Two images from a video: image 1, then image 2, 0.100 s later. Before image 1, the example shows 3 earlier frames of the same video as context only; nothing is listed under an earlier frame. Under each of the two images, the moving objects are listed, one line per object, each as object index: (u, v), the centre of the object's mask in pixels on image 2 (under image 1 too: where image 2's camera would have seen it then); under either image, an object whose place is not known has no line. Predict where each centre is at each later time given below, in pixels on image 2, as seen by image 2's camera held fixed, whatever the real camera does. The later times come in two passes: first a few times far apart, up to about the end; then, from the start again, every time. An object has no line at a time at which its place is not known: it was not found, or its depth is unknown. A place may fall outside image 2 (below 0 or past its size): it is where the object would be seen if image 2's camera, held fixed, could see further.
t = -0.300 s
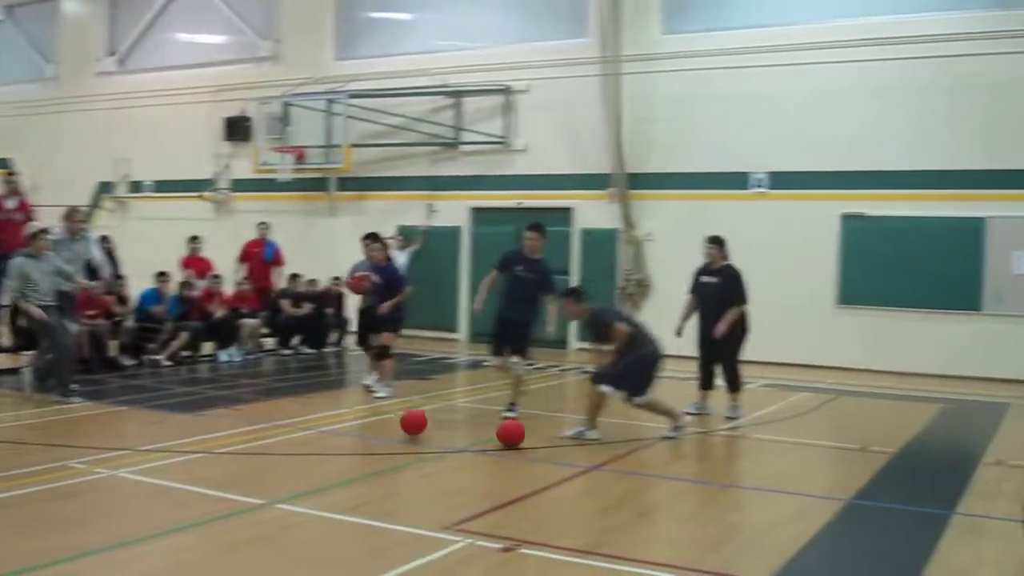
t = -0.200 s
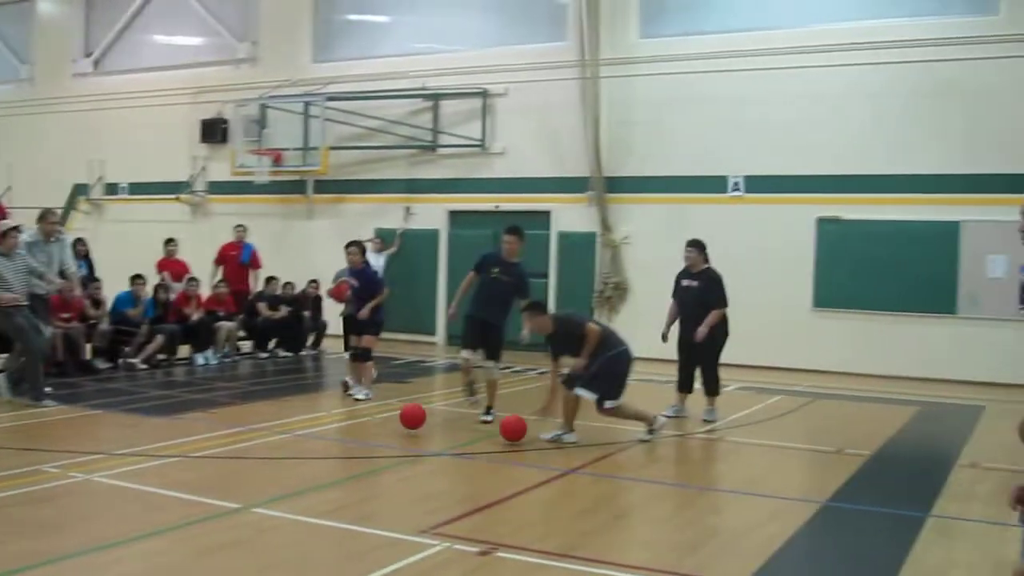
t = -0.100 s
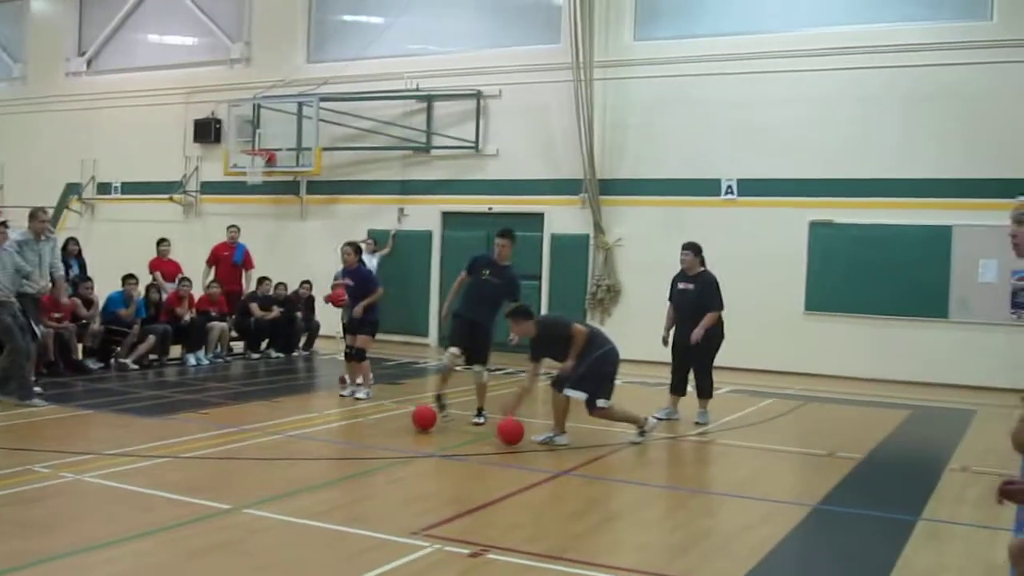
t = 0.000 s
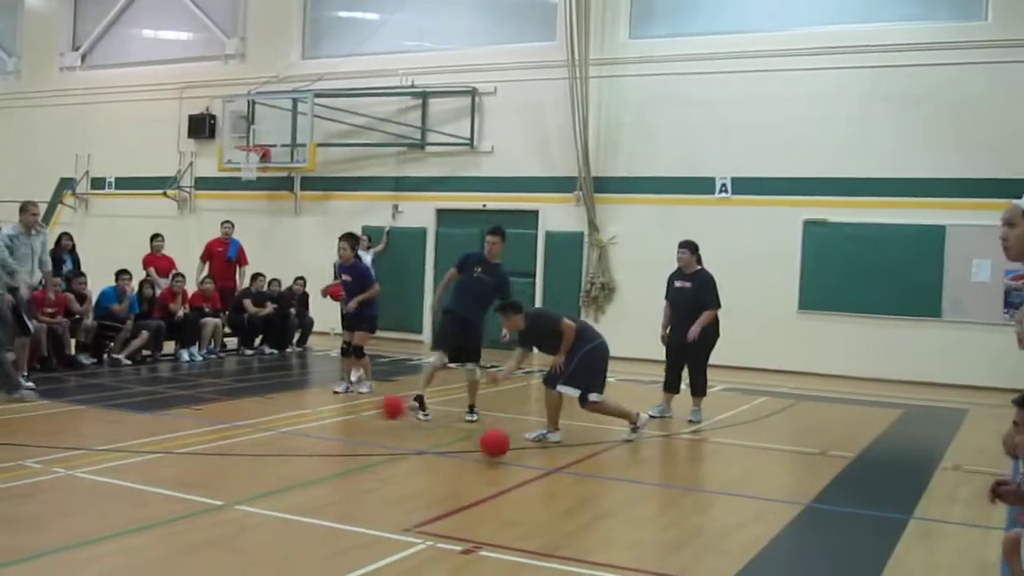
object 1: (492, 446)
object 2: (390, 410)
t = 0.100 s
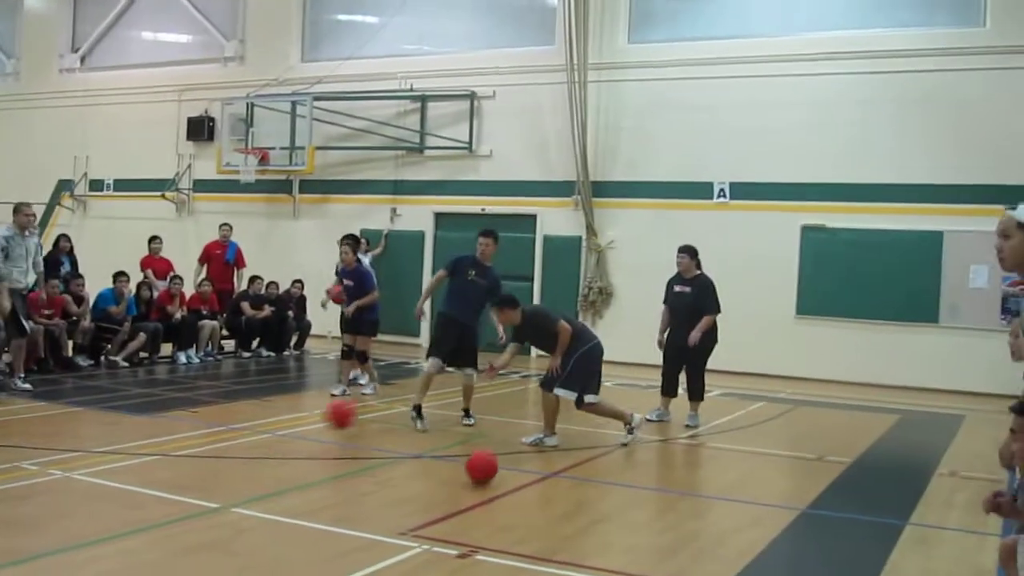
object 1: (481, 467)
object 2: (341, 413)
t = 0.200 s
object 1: (473, 488)
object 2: (281, 433)
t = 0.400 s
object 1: (456, 529)
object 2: (154, 467)
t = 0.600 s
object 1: (433, 565)
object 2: (21, 504)
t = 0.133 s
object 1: (479, 472)
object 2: (320, 419)
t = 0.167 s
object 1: (476, 479)
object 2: (302, 424)
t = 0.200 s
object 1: (473, 488)
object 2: (281, 433)
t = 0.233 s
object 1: (471, 493)
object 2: (260, 442)
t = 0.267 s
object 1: (468, 499)
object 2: (236, 454)
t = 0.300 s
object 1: (465, 507)
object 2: (211, 468)
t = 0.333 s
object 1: (462, 512)
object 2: (193, 466)
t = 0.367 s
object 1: (459, 520)
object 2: (174, 466)
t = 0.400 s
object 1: (456, 529)
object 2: (154, 467)
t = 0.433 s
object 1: (453, 536)
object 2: (133, 470)
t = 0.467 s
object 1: (449, 546)
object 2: (111, 475)
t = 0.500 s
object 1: (446, 551)
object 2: (89, 483)
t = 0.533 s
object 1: (442, 556)
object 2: (66, 493)
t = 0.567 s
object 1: (437, 560)
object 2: (41, 504)
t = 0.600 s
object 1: (433, 565)
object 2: (21, 504)
